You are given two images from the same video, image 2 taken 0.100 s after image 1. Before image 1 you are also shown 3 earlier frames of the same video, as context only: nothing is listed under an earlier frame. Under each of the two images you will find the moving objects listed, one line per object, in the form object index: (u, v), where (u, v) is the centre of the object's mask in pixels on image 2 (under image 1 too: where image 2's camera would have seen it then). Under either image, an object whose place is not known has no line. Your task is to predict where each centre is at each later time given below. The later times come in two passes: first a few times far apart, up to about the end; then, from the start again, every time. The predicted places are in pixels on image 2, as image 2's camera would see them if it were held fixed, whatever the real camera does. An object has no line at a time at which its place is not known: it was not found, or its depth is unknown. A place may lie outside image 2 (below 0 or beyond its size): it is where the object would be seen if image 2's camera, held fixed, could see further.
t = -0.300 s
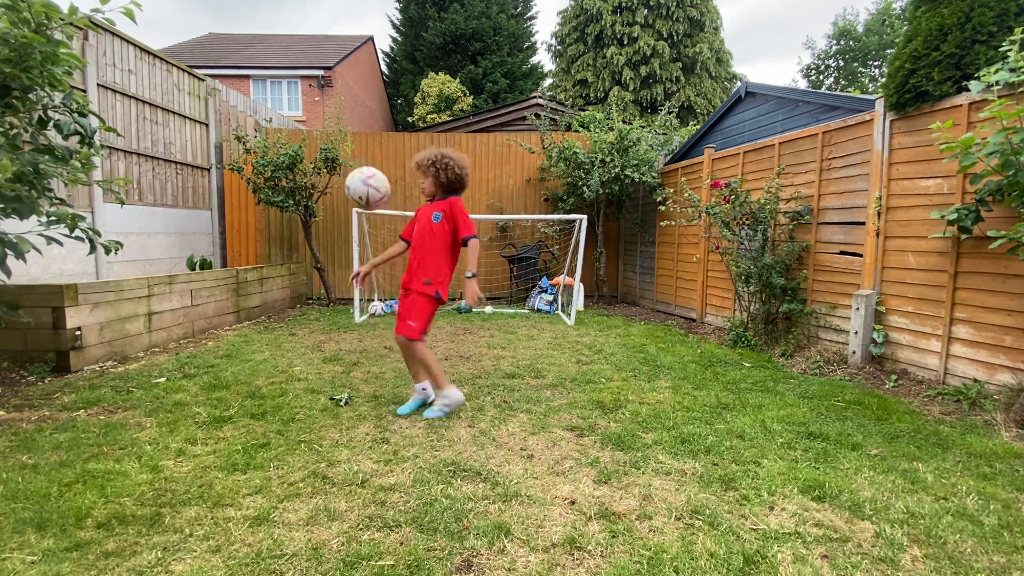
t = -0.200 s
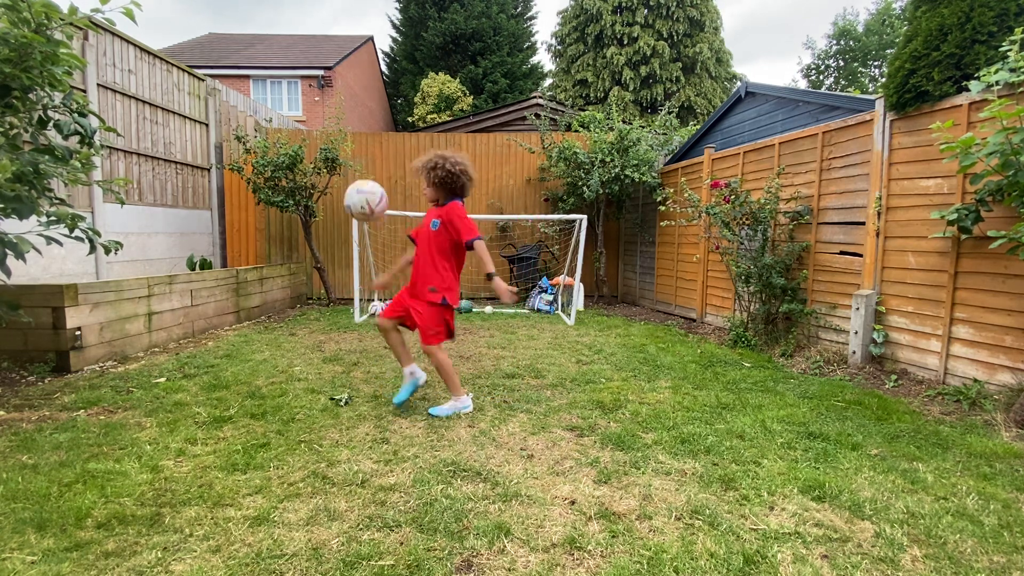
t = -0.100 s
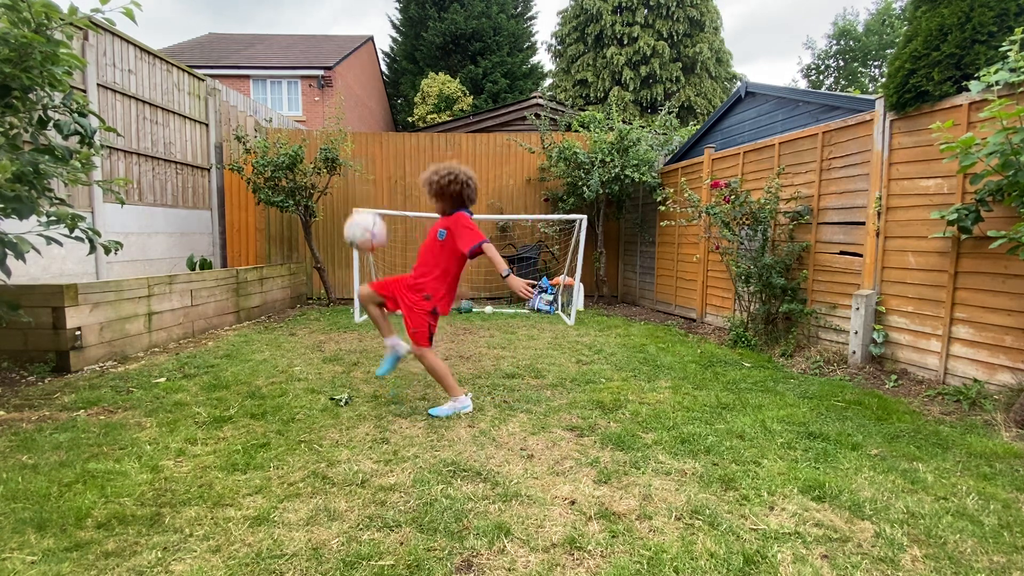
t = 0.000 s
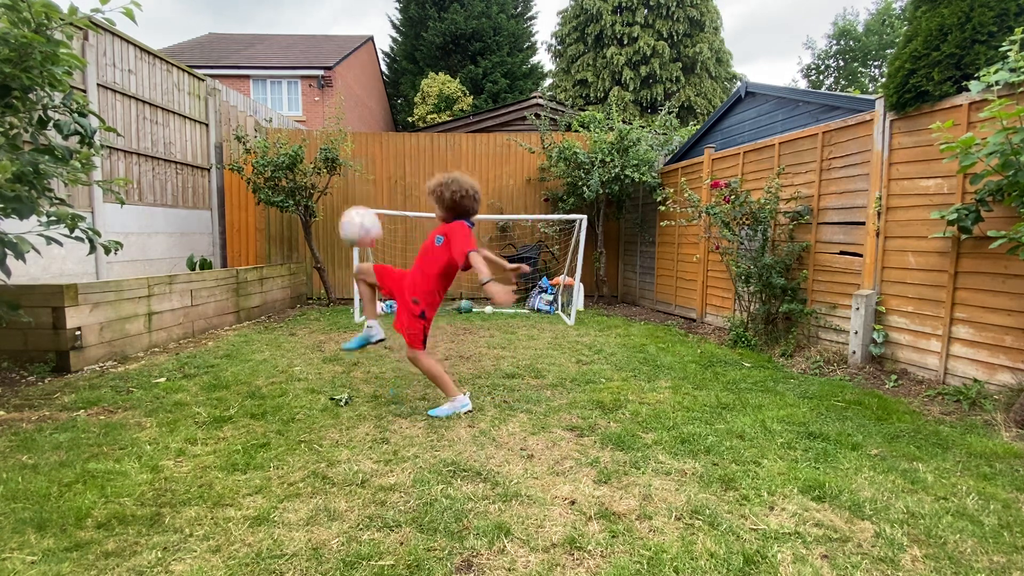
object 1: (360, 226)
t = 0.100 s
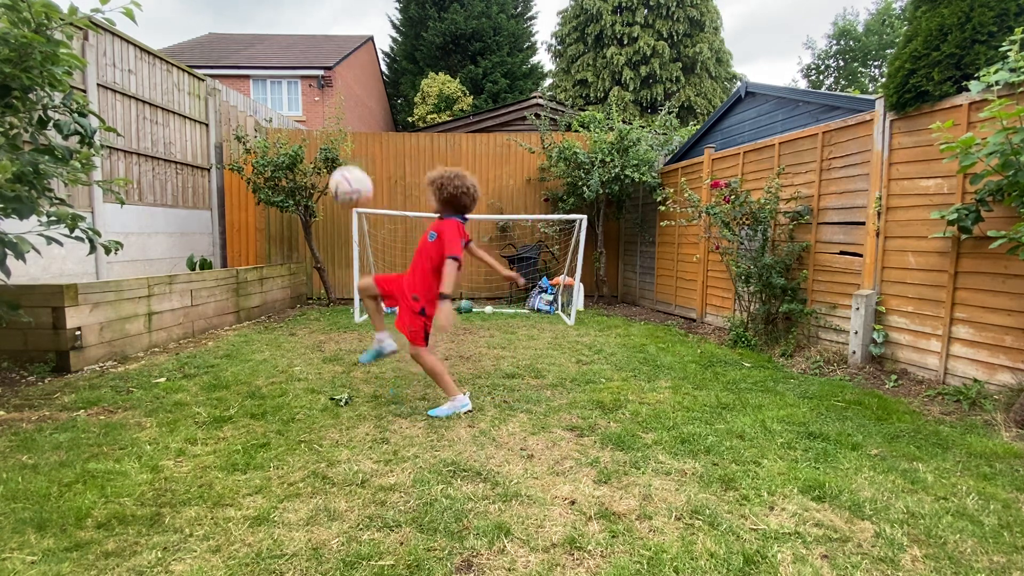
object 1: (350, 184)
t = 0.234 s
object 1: (339, 156)
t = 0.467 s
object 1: (321, 193)
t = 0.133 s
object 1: (348, 171)
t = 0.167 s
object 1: (345, 163)
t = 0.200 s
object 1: (341, 159)
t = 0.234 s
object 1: (339, 156)
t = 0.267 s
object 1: (335, 157)
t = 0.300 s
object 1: (333, 155)
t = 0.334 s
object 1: (330, 158)
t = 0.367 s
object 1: (328, 166)
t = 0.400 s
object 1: (326, 173)
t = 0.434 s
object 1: (323, 183)
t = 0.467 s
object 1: (321, 193)
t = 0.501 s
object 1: (318, 208)
